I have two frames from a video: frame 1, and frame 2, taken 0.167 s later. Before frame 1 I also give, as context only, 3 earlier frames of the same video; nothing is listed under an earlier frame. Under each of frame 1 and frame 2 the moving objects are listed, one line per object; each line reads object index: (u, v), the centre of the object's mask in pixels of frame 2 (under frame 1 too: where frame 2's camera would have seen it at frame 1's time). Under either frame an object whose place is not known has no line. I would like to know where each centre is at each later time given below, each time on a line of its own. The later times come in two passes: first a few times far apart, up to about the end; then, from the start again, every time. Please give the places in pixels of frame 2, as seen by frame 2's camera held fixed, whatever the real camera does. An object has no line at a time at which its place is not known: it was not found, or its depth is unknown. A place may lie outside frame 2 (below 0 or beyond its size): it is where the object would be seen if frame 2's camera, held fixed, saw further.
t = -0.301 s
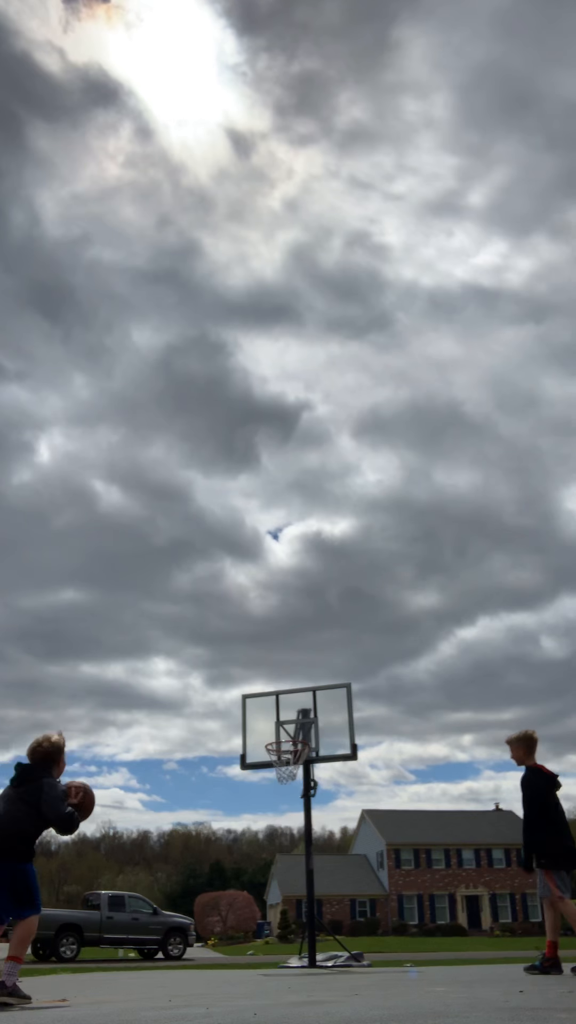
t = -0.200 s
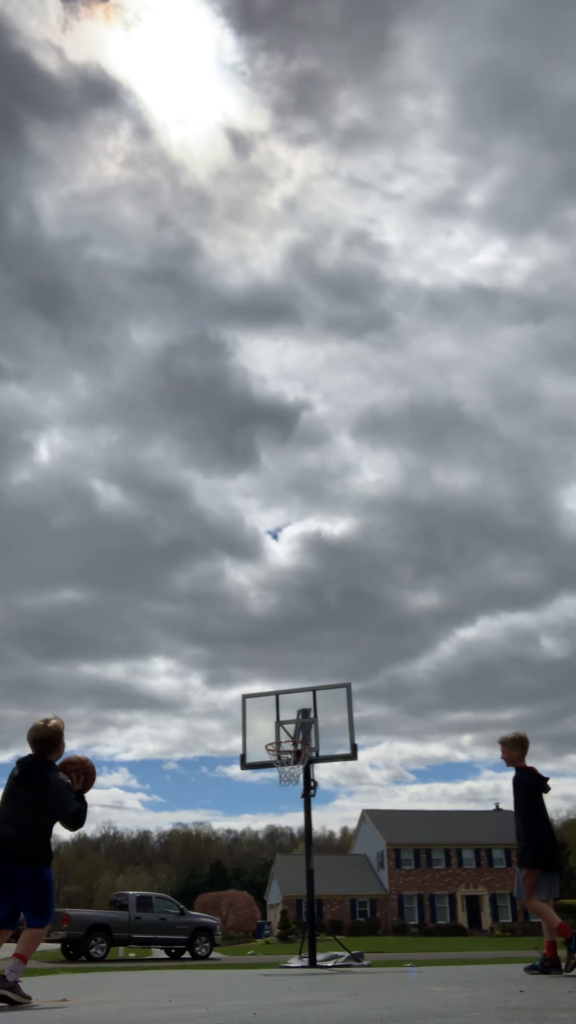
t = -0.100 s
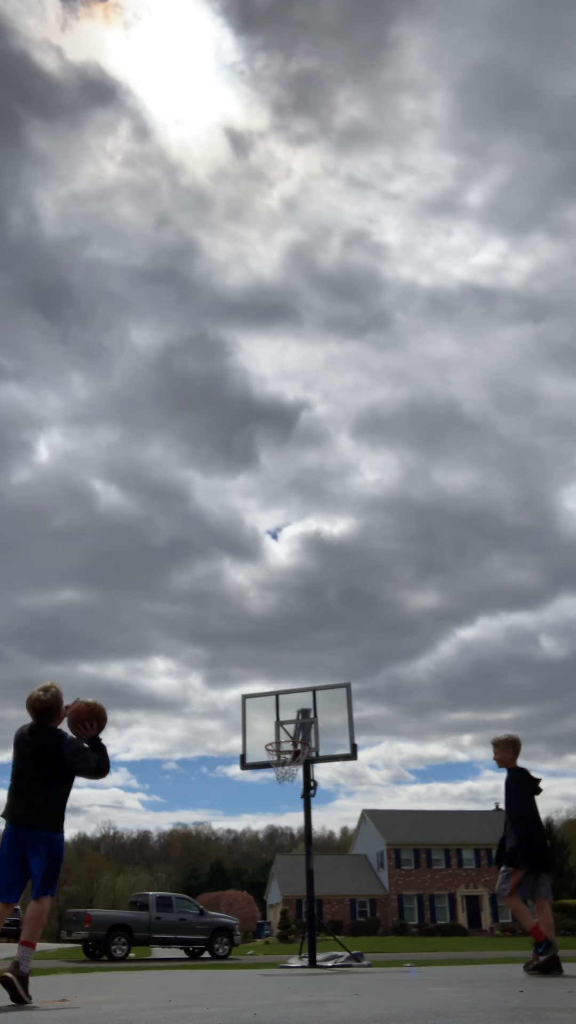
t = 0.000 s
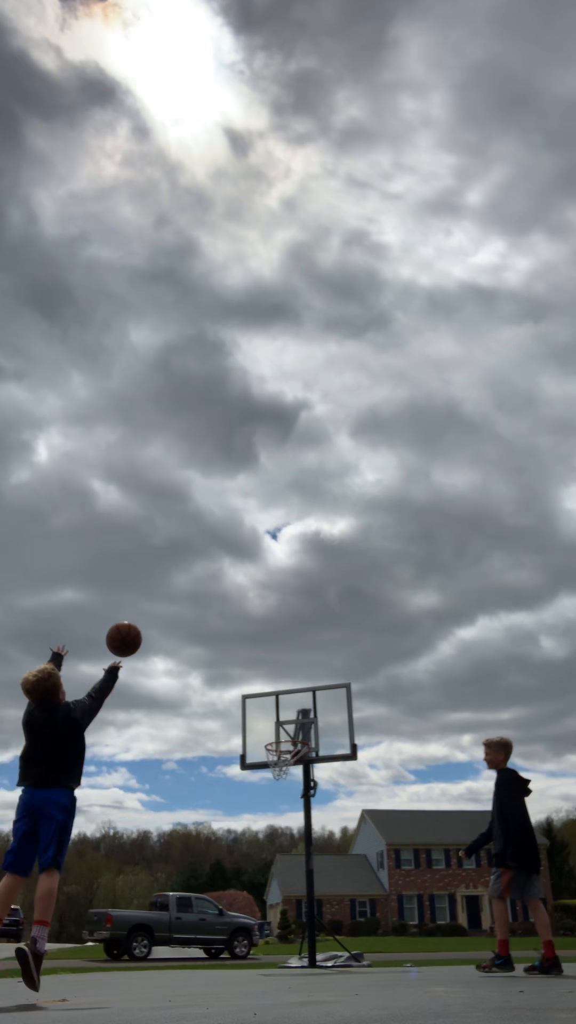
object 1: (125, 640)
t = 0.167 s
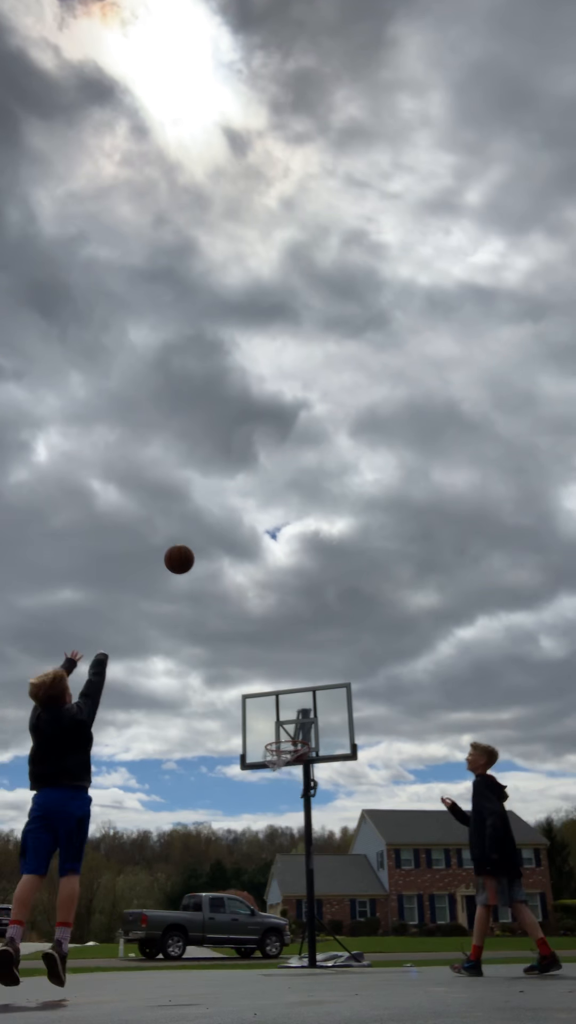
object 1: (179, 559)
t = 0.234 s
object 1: (197, 541)
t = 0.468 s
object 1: (244, 520)
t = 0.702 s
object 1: (276, 546)
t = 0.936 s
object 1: (303, 611)
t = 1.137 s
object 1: (325, 696)
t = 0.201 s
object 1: (188, 549)
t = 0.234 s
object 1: (197, 541)
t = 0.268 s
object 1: (205, 535)
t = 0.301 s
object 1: (212, 529)
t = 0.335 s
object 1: (219, 525)
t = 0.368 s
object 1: (226, 522)
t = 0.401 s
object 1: (232, 520)
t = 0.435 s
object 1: (238, 519)
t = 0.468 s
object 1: (244, 520)
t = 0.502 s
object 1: (249, 521)
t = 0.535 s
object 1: (254, 523)
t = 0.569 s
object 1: (259, 526)
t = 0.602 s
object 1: (263, 530)
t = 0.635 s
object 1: (268, 534)
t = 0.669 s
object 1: (272, 539)
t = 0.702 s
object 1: (276, 546)
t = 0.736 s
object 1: (280, 553)
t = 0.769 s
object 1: (284, 561)
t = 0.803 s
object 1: (288, 569)
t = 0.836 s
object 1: (292, 578)
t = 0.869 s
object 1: (295, 588)
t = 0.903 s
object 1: (299, 599)
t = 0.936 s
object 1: (303, 611)
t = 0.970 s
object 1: (306, 623)
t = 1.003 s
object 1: (310, 636)
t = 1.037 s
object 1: (313, 650)
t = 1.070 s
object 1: (317, 665)
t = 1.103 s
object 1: (321, 680)
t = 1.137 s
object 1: (325, 696)
